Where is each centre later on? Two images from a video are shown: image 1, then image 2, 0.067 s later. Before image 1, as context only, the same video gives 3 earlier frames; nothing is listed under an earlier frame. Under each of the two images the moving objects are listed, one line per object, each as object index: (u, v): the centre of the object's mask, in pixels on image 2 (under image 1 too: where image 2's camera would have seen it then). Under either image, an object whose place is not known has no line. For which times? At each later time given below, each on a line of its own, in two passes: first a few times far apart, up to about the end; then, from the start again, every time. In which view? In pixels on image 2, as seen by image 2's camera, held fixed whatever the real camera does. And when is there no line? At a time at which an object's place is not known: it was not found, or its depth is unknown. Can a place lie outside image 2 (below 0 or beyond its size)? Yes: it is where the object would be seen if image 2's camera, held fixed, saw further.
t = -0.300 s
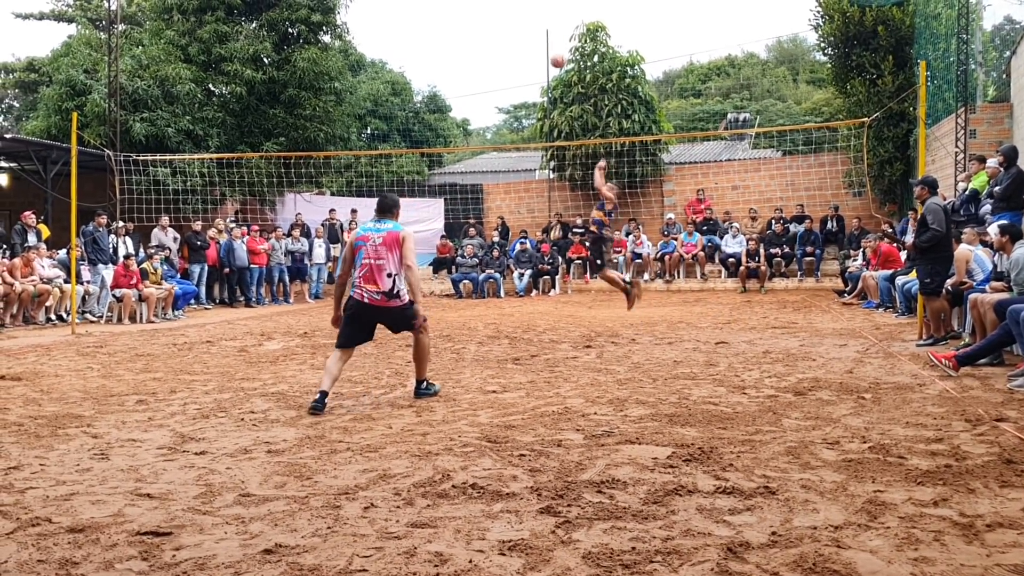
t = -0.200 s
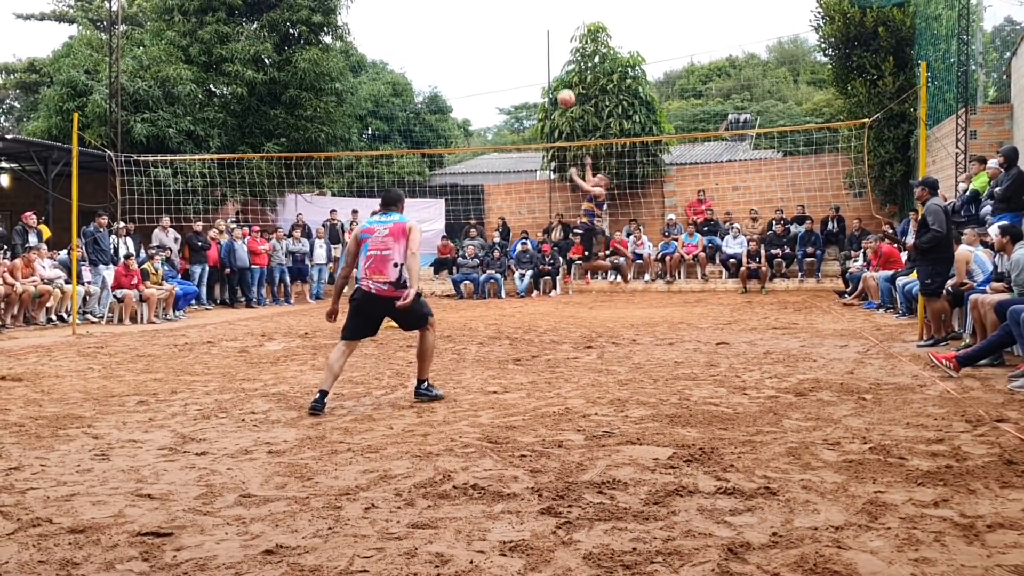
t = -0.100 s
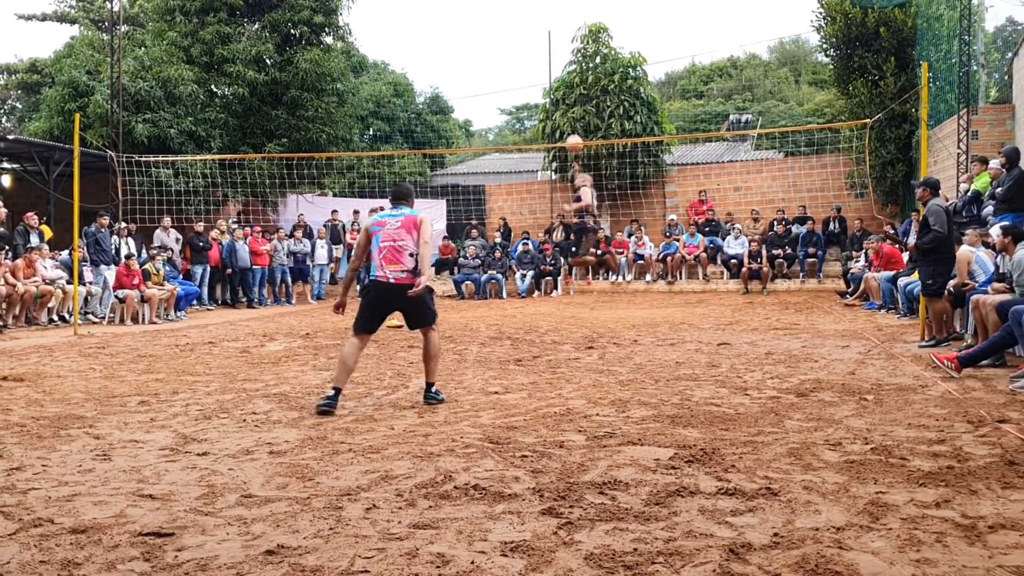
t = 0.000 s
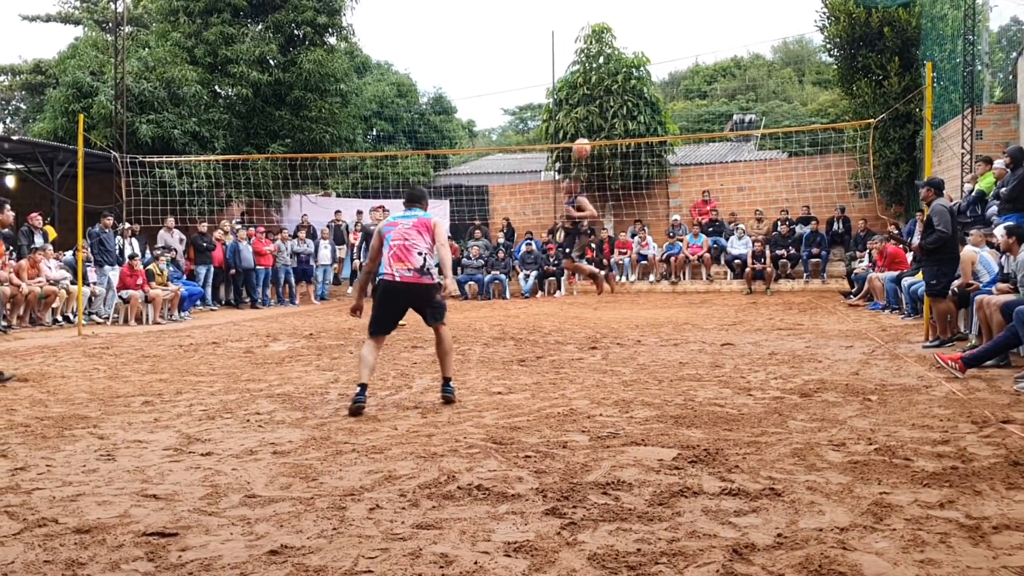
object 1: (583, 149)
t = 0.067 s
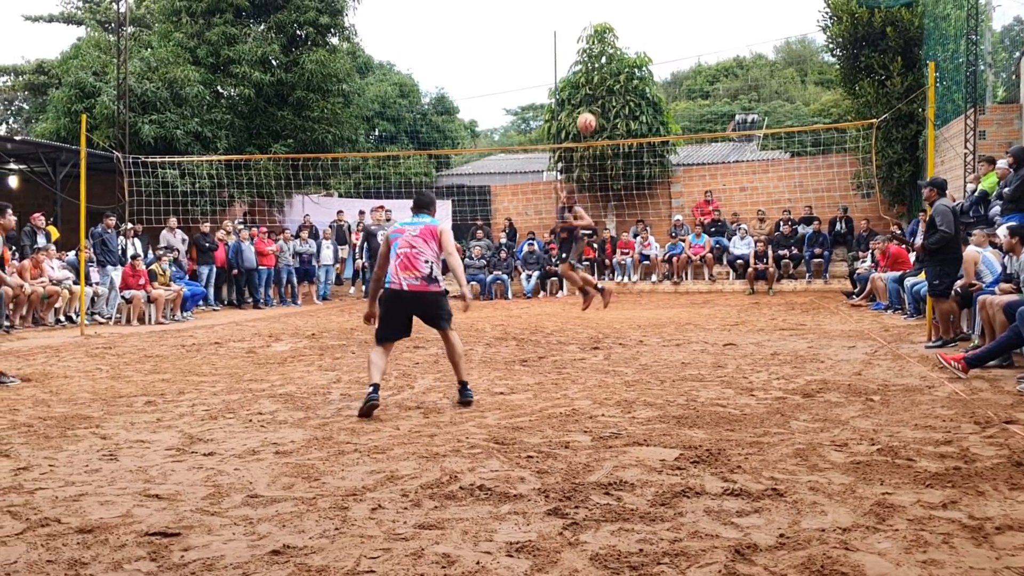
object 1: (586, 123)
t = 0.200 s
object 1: (592, 80)
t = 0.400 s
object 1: (603, 31)
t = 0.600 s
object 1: (618, 16)
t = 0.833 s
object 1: (644, 73)
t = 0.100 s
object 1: (587, 112)
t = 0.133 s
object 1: (589, 100)
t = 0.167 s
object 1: (590, 89)
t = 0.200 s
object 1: (592, 80)
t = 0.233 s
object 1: (594, 69)
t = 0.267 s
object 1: (596, 59)
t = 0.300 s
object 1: (597, 51)
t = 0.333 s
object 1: (600, 43)
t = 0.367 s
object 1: (602, 36)
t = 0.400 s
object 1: (603, 31)
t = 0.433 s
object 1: (606, 26)
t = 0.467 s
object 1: (608, 21)
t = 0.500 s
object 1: (610, 18)
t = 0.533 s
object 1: (613, 16)
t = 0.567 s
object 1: (615, 15)
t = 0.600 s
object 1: (618, 16)
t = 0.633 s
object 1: (621, 18)
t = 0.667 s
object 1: (624, 22)
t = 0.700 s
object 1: (628, 27)
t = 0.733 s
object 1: (632, 35)
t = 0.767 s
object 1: (636, 45)
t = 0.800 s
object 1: (640, 59)
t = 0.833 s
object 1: (644, 73)
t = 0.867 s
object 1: (650, 92)
